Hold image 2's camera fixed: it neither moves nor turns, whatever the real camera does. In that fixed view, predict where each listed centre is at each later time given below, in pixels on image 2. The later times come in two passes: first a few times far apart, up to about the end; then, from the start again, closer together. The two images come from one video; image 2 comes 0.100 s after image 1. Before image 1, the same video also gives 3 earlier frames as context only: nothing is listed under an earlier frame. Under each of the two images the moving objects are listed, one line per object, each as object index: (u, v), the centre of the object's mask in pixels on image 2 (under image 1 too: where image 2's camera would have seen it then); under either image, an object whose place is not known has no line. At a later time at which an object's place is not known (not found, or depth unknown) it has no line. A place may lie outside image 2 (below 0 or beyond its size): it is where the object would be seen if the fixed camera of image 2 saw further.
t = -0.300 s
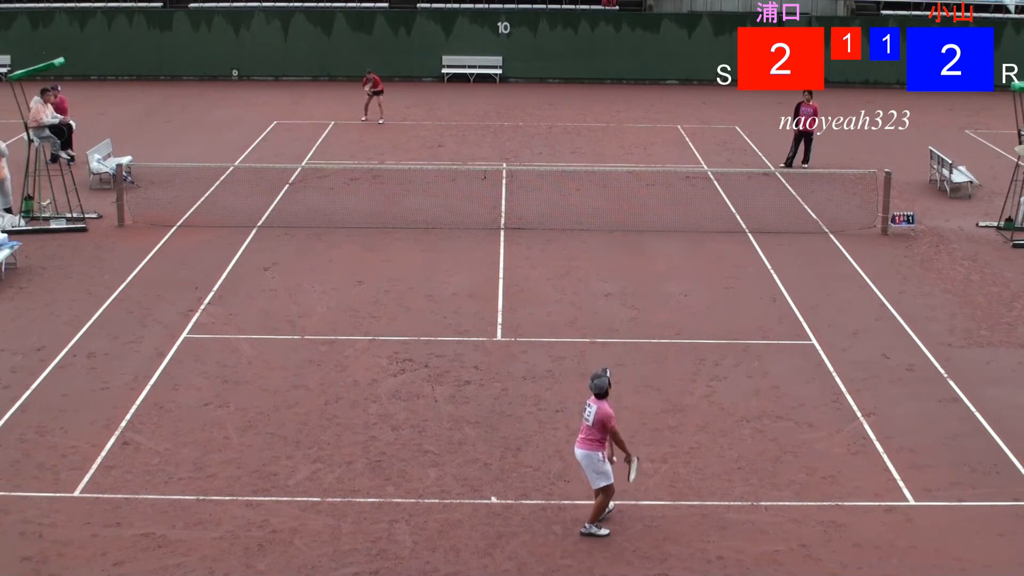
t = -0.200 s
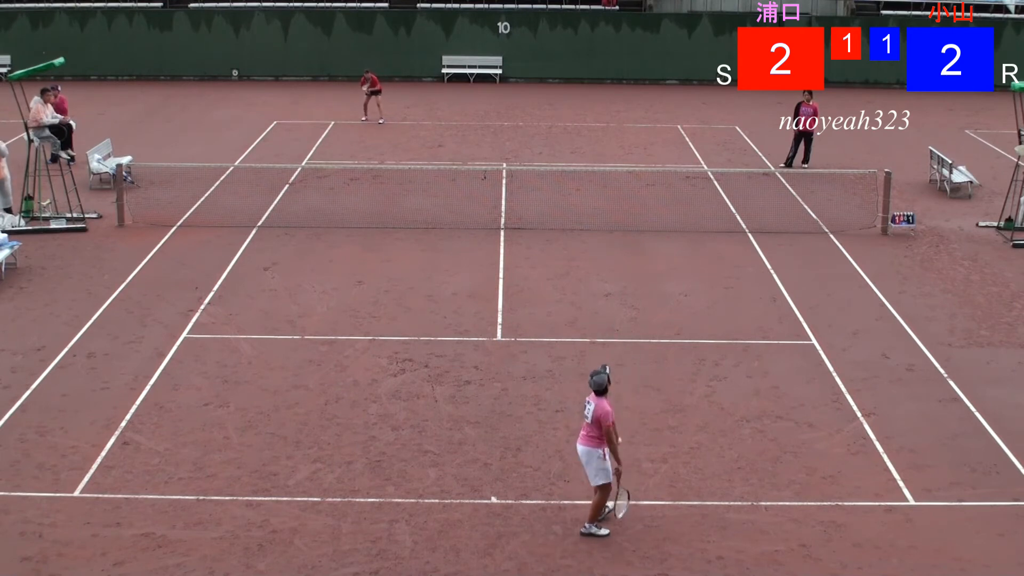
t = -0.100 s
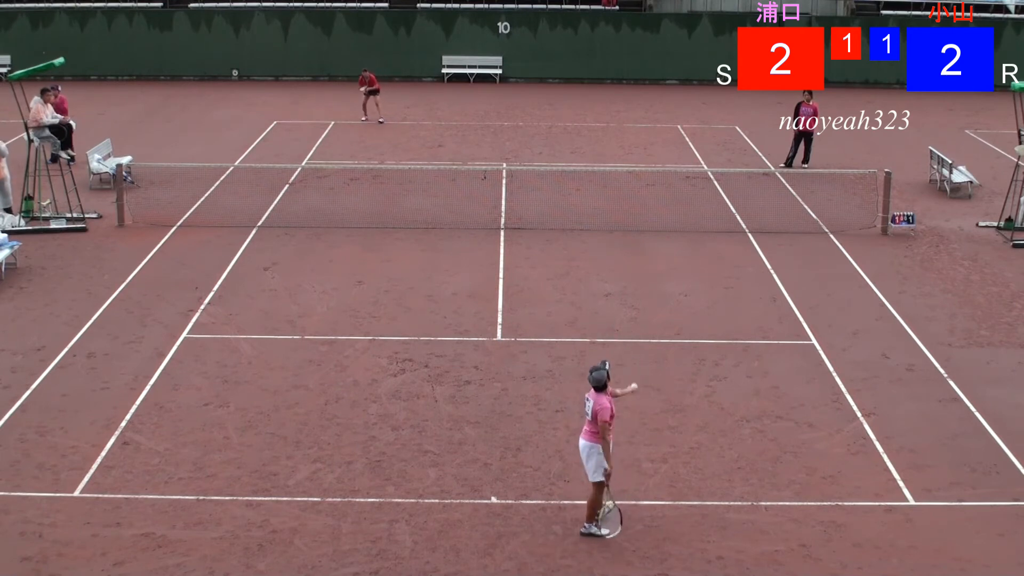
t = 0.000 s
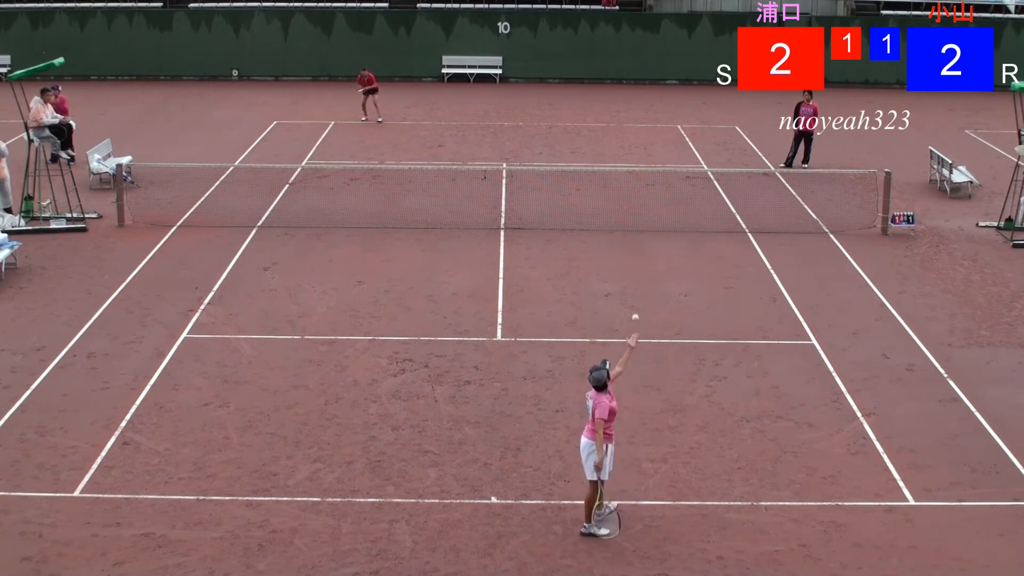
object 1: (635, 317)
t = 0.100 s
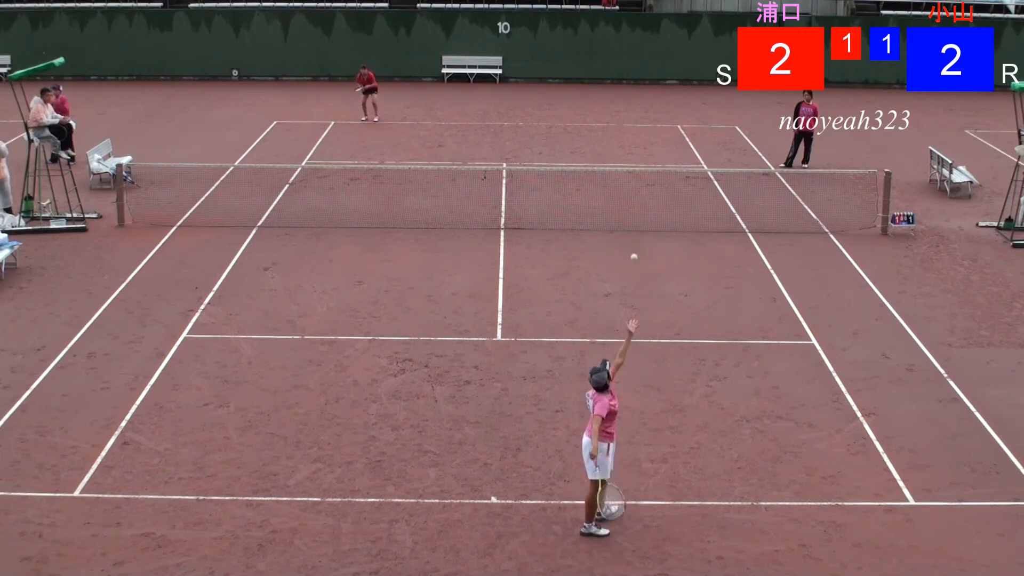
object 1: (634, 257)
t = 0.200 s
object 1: (632, 207)
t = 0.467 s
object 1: (626, 122)
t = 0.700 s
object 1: (618, 110)
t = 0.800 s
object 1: (614, 123)
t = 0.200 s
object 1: (632, 207)
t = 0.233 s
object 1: (632, 192)
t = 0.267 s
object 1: (633, 179)
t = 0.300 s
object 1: (630, 167)
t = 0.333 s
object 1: (629, 155)
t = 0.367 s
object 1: (628, 145)
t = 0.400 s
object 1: (628, 137)
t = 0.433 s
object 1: (627, 129)
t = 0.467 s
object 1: (626, 122)
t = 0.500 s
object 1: (624, 117)
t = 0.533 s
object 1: (624, 113)
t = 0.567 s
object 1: (622, 110)
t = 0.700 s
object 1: (618, 110)
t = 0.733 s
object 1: (617, 113)
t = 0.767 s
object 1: (616, 117)
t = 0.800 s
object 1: (614, 123)
